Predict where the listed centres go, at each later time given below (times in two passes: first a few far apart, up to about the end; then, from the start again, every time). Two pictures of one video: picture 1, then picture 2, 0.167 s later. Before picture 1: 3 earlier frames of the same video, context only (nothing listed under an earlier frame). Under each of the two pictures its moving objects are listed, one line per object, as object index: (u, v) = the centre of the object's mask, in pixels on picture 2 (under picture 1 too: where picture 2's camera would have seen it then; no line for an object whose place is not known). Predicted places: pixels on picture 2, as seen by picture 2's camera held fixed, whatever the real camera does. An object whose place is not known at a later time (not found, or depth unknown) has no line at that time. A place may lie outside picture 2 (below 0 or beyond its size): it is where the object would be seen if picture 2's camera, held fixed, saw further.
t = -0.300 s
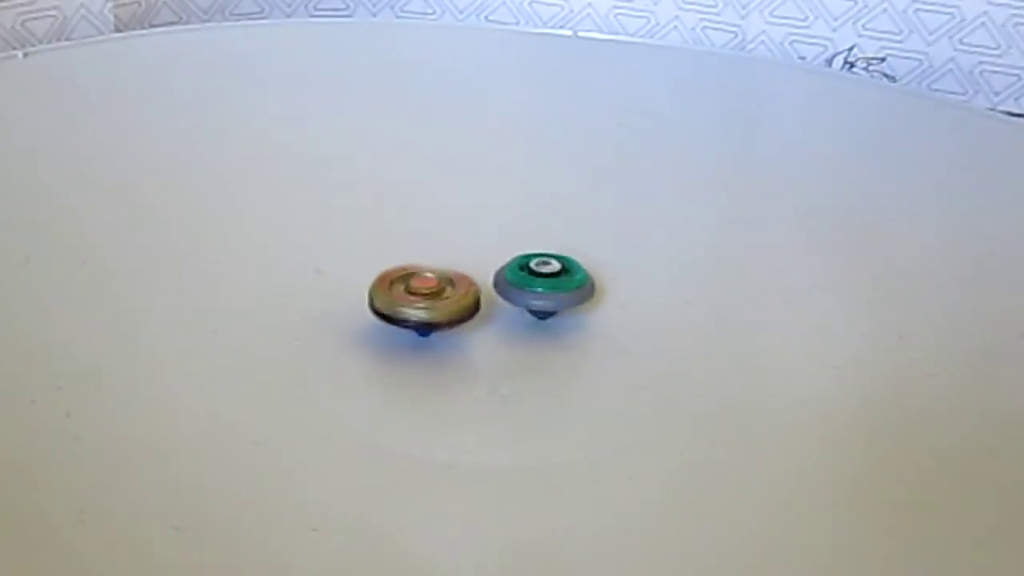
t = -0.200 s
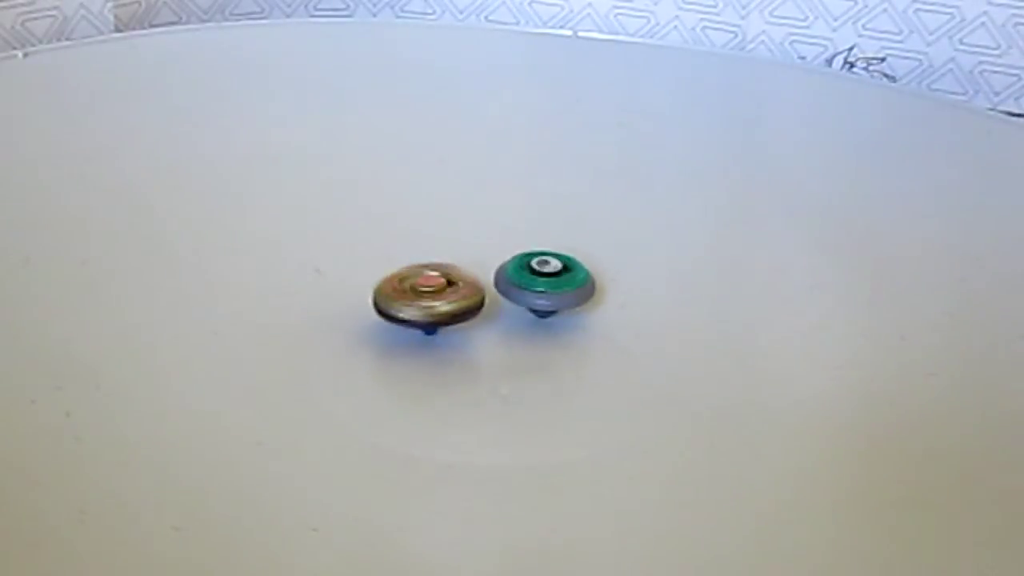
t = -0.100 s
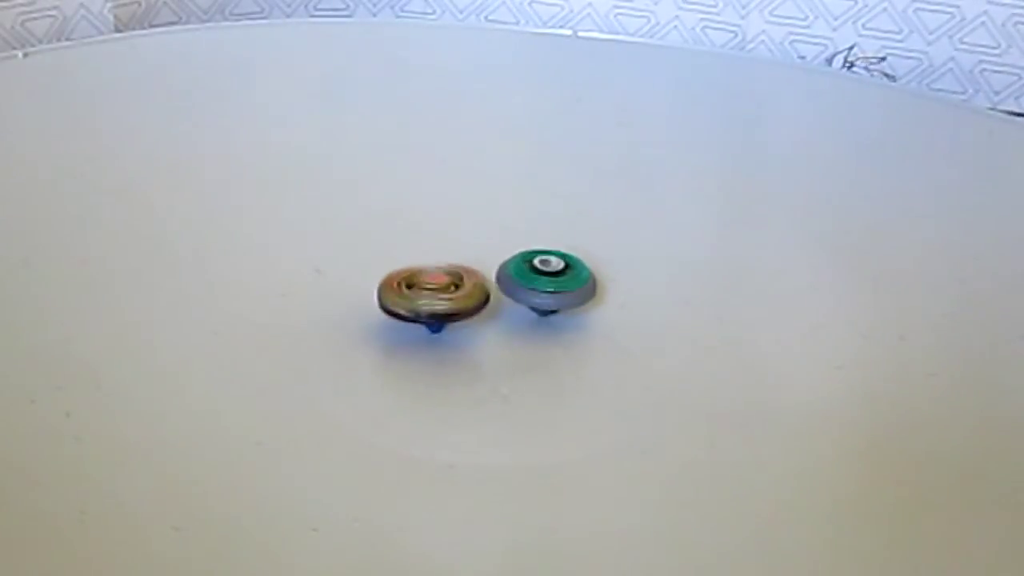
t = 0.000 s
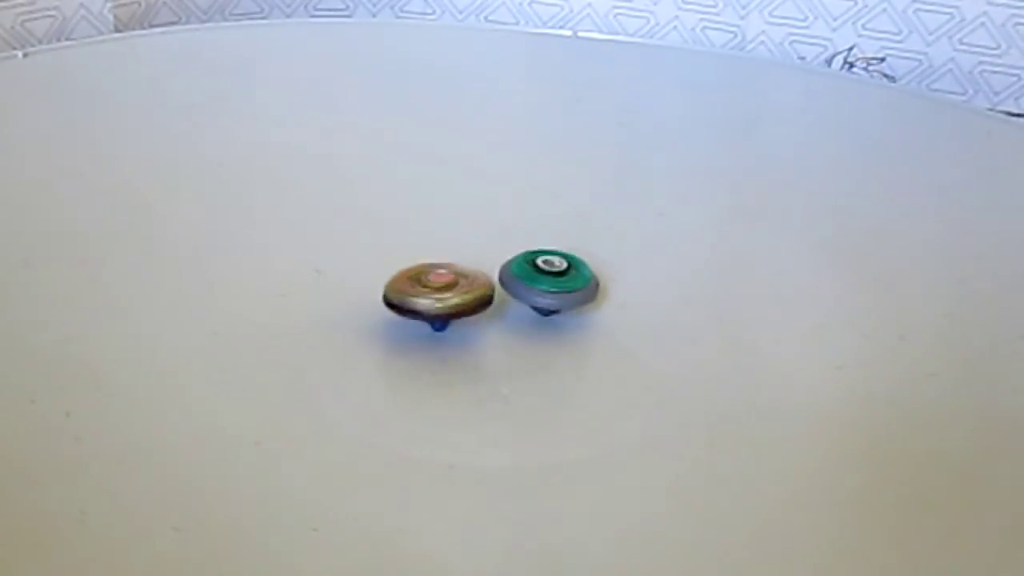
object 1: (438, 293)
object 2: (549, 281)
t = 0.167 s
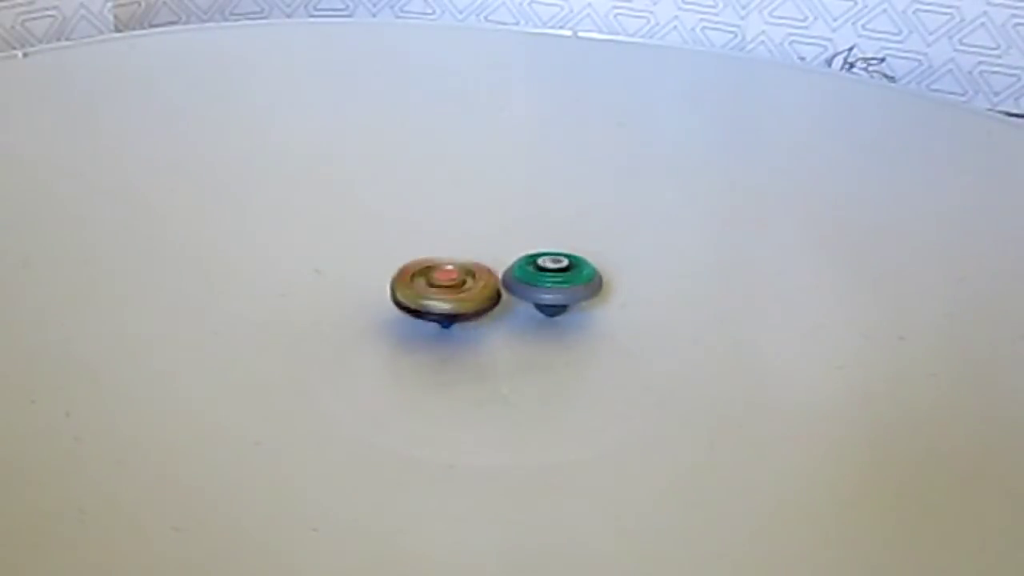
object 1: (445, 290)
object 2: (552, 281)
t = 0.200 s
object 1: (447, 289)
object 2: (554, 281)
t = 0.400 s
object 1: (448, 287)
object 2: (560, 283)
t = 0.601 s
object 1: (443, 287)
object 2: (566, 286)
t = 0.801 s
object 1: (446, 290)
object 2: (564, 290)
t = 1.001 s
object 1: (450, 296)
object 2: (562, 292)
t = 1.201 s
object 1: (455, 300)
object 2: (562, 292)
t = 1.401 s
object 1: (462, 308)
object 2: (570, 294)
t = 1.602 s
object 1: (469, 319)
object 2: (583, 296)
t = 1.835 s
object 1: (489, 325)
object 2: (588, 301)
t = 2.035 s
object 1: (492, 325)
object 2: (597, 304)
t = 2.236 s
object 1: (488, 328)
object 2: (597, 307)
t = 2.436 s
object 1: (491, 329)
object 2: (591, 309)
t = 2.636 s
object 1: (483, 331)
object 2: (593, 306)
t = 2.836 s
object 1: (481, 336)
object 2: (600, 307)
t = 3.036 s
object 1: (487, 338)
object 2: (600, 310)
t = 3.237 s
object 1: (497, 338)
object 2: (591, 310)
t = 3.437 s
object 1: (494, 341)
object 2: (597, 309)
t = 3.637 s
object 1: (498, 346)
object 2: (608, 309)
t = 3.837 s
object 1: (518, 351)
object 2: (602, 313)
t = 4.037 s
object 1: (531, 346)
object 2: (589, 307)
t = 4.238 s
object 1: (528, 349)
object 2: (604, 306)
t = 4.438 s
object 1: (527, 351)
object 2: (607, 311)
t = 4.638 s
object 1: (530, 353)
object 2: (579, 310)
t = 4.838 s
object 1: (528, 351)
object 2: (530, 295)
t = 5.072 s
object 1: (519, 351)
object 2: (510, 281)
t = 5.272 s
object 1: (503, 354)
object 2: (471, 272)
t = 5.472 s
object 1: (499, 356)
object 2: (468, 285)
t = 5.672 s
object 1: (504, 359)
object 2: (505, 286)
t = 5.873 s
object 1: (503, 359)
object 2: (502, 278)
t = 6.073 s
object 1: (495, 358)
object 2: (502, 278)
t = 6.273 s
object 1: (496, 359)
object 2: (508, 284)
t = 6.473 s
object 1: (502, 360)
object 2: (487, 287)
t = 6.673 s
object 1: (506, 355)
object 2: (468, 287)
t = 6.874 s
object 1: (504, 349)
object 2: (460, 283)
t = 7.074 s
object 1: (502, 346)
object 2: (459, 281)
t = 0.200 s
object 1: (447, 289)
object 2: (554, 281)
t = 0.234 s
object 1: (448, 289)
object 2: (554, 282)
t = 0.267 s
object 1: (449, 289)
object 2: (554, 282)
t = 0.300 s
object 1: (451, 288)
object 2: (555, 282)
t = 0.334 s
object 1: (450, 287)
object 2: (557, 282)
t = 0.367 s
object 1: (448, 288)
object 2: (558, 283)
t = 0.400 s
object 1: (448, 287)
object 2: (560, 283)
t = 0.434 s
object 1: (447, 286)
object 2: (562, 283)
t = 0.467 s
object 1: (444, 286)
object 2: (563, 284)
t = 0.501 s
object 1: (443, 287)
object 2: (564, 284)
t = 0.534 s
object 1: (445, 287)
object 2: (566, 286)
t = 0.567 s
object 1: (444, 287)
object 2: (566, 286)
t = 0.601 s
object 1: (443, 287)
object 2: (566, 286)
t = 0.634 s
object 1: (443, 287)
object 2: (568, 287)
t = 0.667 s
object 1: (445, 288)
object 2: (568, 288)
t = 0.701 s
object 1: (444, 288)
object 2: (566, 288)
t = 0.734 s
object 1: (444, 289)
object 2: (566, 289)
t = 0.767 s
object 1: (445, 290)
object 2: (567, 289)
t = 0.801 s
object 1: (446, 290)
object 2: (564, 290)
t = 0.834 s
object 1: (446, 291)
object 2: (564, 290)
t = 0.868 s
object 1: (449, 292)
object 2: (563, 290)
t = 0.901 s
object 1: (451, 293)
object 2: (561, 291)
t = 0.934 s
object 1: (451, 294)
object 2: (558, 291)
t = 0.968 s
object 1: (449, 294)
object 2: (561, 291)
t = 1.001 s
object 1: (450, 296)
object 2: (562, 292)
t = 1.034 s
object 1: (451, 296)
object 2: (560, 292)
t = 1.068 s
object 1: (451, 297)
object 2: (560, 291)
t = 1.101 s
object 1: (451, 298)
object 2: (562, 291)
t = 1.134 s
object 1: (453, 299)
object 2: (563, 292)
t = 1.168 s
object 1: (454, 299)
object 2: (562, 292)
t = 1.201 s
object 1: (455, 300)
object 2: (562, 292)
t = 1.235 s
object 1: (457, 301)
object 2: (562, 293)
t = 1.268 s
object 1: (457, 303)
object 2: (565, 293)
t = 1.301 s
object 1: (458, 304)
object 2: (568, 294)
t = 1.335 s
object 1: (460, 306)
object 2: (568, 294)
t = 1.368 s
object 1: (460, 307)
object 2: (568, 295)
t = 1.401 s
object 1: (462, 308)
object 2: (570, 294)
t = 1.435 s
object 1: (465, 309)
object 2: (572, 295)
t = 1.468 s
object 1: (468, 311)
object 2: (571, 296)
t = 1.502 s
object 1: (471, 312)
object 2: (570, 296)
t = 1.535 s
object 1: (466, 314)
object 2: (576, 295)
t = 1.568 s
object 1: (466, 317)
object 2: (582, 295)
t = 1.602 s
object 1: (469, 319)
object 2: (583, 296)
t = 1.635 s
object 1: (471, 320)
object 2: (583, 296)
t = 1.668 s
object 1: (471, 321)
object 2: (584, 296)
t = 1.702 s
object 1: (471, 322)
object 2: (586, 297)
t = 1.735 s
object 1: (474, 322)
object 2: (587, 298)
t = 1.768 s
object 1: (479, 323)
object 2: (588, 299)
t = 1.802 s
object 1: (485, 324)
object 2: (588, 300)
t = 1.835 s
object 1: (489, 325)
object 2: (588, 301)
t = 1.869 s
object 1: (491, 326)
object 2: (588, 302)
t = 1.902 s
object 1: (491, 325)
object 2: (589, 303)
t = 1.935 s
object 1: (490, 325)
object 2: (592, 303)
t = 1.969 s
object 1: (491, 327)
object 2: (595, 303)
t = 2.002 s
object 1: (493, 326)
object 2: (597, 304)
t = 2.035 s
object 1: (492, 325)
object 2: (597, 304)
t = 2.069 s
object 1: (489, 326)
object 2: (597, 304)
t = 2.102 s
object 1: (488, 326)
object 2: (598, 305)
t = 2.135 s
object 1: (489, 328)
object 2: (601, 306)
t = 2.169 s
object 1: (491, 327)
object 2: (600, 307)
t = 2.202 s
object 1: (491, 327)
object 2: (597, 307)
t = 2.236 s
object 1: (488, 328)
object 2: (597, 307)
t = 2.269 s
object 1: (488, 328)
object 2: (599, 307)
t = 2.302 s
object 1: (490, 328)
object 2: (598, 308)
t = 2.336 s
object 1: (492, 328)
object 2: (595, 309)
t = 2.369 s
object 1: (491, 329)
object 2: (593, 309)
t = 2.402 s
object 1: (490, 329)
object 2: (592, 309)
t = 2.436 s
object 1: (491, 329)
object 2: (591, 309)
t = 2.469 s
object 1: (491, 329)
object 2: (589, 308)
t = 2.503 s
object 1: (488, 329)
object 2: (591, 308)
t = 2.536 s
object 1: (486, 330)
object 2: (592, 308)
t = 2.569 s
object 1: (486, 330)
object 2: (591, 307)
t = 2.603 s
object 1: (485, 330)
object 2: (591, 307)
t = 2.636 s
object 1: (483, 331)
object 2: (593, 306)
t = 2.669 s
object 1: (481, 332)
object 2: (595, 307)
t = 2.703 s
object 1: (481, 333)
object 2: (596, 307)
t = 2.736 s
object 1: (481, 334)
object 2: (597, 307)
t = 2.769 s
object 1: (481, 334)
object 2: (599, 307)
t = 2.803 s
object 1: (481, 335)
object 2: (599, 307)
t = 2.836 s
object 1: (481, 336)
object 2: (600, 307)
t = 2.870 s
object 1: (482, 336)
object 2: (601, 308)
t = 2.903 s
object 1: (483, 337)
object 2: (601, 309)
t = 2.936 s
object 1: (484, 337)
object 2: (600, 309)
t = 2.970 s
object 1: (484, 338)
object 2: (601, 310)
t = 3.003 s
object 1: (486, 338)
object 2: (601, 310)
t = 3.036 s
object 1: (487, 338)
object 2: (600, 310)
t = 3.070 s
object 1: (489, 338)
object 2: (598, 310)
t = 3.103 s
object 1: (490, 338)
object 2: (597, 310)
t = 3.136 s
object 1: (492, 339)
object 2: (597, 311)
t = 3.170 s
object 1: (494, 338)
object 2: (595, 311)
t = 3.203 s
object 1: (496, 338)
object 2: (593, 311)
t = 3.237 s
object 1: (497, 338)
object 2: (591, 310)
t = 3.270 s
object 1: (499, 337)
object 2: (590, 310)
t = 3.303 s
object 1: (500, 336)
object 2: (589, 309)
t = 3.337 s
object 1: (499, 337)
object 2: (588, 308)
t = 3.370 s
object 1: (496, 338)
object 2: (591, 306)
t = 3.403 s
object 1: (495, 341)
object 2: (596, 307)
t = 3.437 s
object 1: (494, 341)
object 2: (597, 309)
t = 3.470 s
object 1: (494, 341)
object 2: (596, 309)
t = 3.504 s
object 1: (493, 342)
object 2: (595, 308)
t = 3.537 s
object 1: (493, 343)
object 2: (596, 306)
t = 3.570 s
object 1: (493, 345)
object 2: (601, 306)
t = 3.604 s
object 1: (496, 346)
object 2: (606, 308)
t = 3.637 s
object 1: (498, 346)
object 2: (608, 309)
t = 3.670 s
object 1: (499, 347)
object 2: (606, 312)
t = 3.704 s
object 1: (500, 347)
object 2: (603, 313)
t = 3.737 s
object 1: (505, 348)
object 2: (602, 313)
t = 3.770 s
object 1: (512, 349)
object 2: (603, 313)
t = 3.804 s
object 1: (517, 350)
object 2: (603, 314)
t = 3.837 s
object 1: (518, 351)
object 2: (602, 313)
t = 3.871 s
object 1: (519, 351)
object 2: (598, 313)
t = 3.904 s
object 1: (521, 350)
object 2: (593, 311)
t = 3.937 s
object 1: (525, 350)
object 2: (589, 309)
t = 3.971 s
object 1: (528, 349)
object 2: (585, 307)
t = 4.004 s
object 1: (531, 347)
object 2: (586, 305)
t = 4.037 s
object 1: (531, 346)
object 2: (589, 307)
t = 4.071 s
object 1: (528, 347)
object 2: (593, 308)
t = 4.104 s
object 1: (527, 348)
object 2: (598, 308)
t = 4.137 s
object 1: (529, 349)
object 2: (599, 307)
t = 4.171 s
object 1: (530, 349)
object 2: (599, 307)
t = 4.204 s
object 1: (531, 348)
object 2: (602, 307)
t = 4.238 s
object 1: (528, 349)
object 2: (604, 306)
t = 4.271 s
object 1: (525, 349)
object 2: (607, 307)
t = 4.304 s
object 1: (525, 350)
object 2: (608, 307)
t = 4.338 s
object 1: (527, 351)
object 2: (608, 307)
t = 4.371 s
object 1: (530, 351)
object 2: (607, 308)
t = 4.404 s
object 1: (530, 351)
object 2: (607, 310)
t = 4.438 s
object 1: (527, 351)
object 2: (607, 311)
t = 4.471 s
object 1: (528, 352)
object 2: (607, 315)
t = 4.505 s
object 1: (529, 352)
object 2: (603, 317)
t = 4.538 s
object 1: (531, 353)
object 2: (599, 316)
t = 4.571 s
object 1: (530, 352)
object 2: (591, 314)
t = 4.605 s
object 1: (531, 352)
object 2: (585, 311)
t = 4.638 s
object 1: (530, 353)
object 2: (579, 310)
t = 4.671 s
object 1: (531, 352)
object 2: (570, 308)
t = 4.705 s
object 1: (531, 352)
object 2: (559, 307)
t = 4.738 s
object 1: (531, 352)
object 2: (553, 306)
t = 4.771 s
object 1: (529, 352)
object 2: (544, 302)
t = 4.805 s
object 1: (528, 352)
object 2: (534, 297)
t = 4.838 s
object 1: (528, 351)
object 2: (530, 295)
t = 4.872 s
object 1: (529, 351)
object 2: (524, 293)
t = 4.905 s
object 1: (527, 352)
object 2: (521, 292)
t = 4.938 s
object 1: (524, 351)
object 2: (518, 289)
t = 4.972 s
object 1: (523, 351)
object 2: (517, 286)
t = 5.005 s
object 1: (522, 352)
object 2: (515, 285)
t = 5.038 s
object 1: (521, 352)
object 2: (513, 283)
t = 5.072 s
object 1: (519, 351)
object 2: (510, 281)
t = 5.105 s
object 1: (516, 352)
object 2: (505, 278)
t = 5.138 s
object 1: (514, 353)
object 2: (499, 275)
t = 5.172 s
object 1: (512, 353)
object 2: (493, 272)
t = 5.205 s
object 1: (509, 354)
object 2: (486, 271)
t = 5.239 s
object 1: (506, 354)
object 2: (479, 271)
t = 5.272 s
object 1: (503, 354)
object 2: (471, 272)
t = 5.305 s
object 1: (501, 354)
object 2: (465, 275)
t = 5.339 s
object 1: (500, 354)
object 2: (461, 277)
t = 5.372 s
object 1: (499, 354)
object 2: (458, 280)
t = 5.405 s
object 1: (498, 354)
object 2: (459, 282)
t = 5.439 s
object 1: (498, 355)
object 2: (463, 284)
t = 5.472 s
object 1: (499, 356)
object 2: (468, 285)
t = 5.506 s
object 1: (500, 356)
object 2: (475, 285)
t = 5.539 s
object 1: (500, 357)
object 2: (482, 287)
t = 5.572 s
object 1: (500, 357)
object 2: (489, 287)
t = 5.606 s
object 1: (503, 358)
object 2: (496, 286)
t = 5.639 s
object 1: (505, 359)
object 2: (500, 285)
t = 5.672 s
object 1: (504, 359)
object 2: (505, 286)
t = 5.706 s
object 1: (505, 359)
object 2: (507, 284)
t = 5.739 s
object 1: (506, 360)
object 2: (507, 283)
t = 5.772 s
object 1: (508, 359)
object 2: (506, 281)
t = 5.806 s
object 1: (508, 358)
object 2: (505, 279)
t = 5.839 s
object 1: (506, 359)
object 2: (503, 278)
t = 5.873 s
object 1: (503, 359)
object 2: (502, 278)
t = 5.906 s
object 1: (503, 360)
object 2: (501, 277)
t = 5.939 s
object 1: (503, 360)
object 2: (500, 277)
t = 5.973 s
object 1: (502, 359)
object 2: (500, 276)
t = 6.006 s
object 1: (500, 357)
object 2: (501, 277)
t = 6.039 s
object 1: (498, 357)
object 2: (501, 277)
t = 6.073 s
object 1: (495, 358)
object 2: (502, 278)
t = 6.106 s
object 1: (494, 358)
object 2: (503, 278)
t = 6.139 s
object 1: (495, 358)
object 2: (505, 279)
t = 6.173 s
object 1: (495, 358)
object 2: (507, 281)
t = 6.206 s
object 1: (495, 358)
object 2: (508, 282)
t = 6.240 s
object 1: (495, 358)
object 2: (508, 283)
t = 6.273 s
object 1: (496, 359)
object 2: (508, 284)
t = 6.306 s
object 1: (497, 360)
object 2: (506, 285)
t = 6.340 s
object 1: (499, 359)
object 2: (503, 286)
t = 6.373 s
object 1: (499, 360)
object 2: (499, 288)
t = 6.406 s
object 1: (500, 360)
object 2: (495, 288)
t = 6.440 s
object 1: (501, 360)
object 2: (492, 288)
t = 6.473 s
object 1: (502, 360)
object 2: (487, 287)
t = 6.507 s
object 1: (504, 359)
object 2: (483, 288)
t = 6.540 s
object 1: (505, 358)
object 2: (479, 288)
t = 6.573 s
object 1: (505, 357)
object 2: (475, 288)
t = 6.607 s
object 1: (505, 357)
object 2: (472, 288)
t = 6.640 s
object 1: (506, 356)
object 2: (470, 287)
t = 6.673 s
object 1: (506, 355)
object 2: (468, 287)
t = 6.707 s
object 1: (505, 354)
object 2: (466, 286)
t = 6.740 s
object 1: (504, 352)
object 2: (464, 285)
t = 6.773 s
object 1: (504, 352)
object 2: (462, 285)
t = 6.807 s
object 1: (505, 351)
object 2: (461, 284)
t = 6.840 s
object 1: (505, 350)
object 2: (460, 283)
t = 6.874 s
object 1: (504, 349)
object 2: (460, 283)
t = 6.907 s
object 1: (504, 349)
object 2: (459, 283)
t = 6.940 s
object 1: (503, 348)
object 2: (459, 282)
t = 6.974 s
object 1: (504, 348)
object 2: (459, 282)
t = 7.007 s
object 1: (503, 347)
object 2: (459, 281)
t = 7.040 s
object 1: (503, 346)
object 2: (459, 281)
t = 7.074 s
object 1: (502, 346)
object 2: (459, 281)
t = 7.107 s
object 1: (503, 346)
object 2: (459, 280)
